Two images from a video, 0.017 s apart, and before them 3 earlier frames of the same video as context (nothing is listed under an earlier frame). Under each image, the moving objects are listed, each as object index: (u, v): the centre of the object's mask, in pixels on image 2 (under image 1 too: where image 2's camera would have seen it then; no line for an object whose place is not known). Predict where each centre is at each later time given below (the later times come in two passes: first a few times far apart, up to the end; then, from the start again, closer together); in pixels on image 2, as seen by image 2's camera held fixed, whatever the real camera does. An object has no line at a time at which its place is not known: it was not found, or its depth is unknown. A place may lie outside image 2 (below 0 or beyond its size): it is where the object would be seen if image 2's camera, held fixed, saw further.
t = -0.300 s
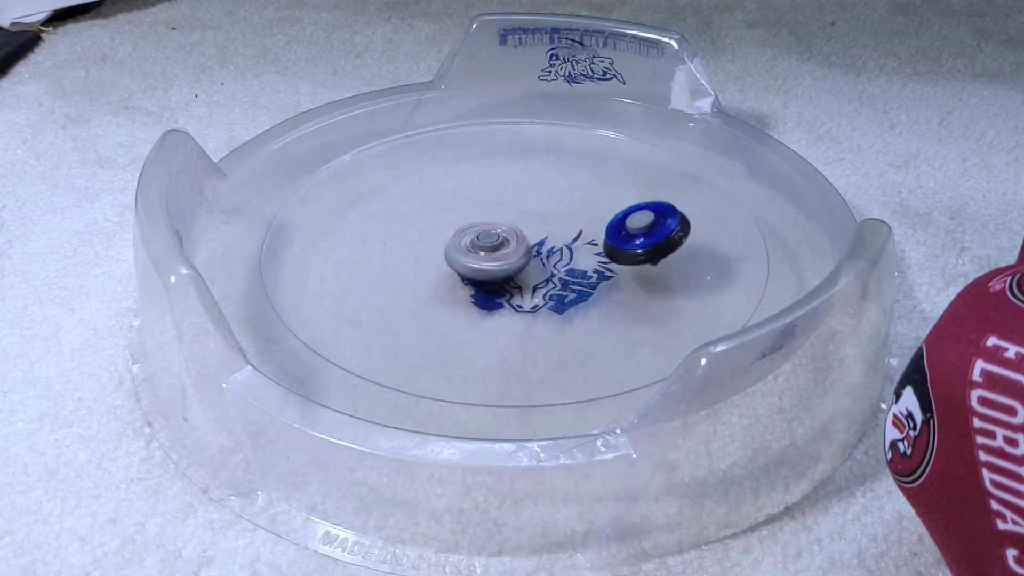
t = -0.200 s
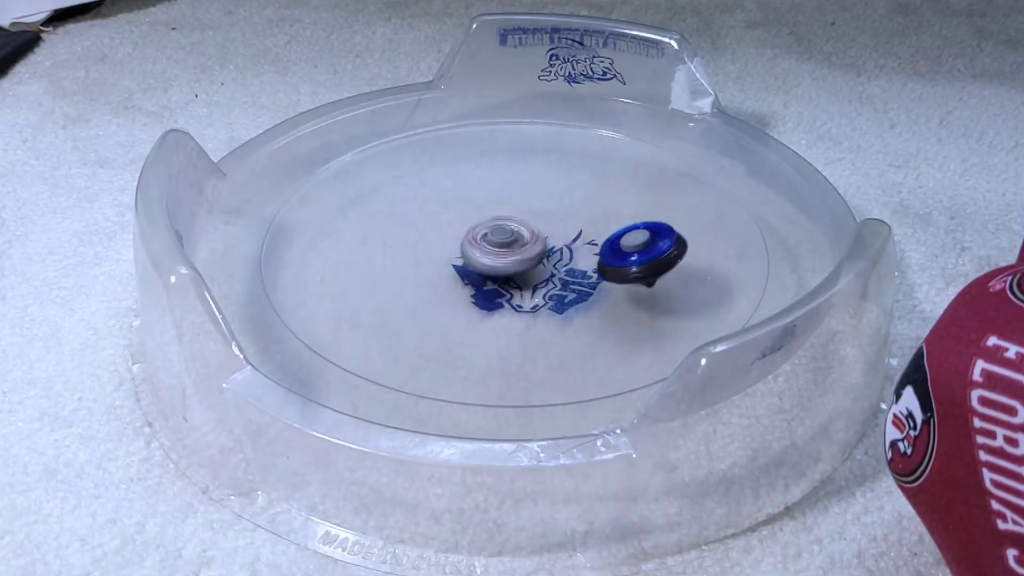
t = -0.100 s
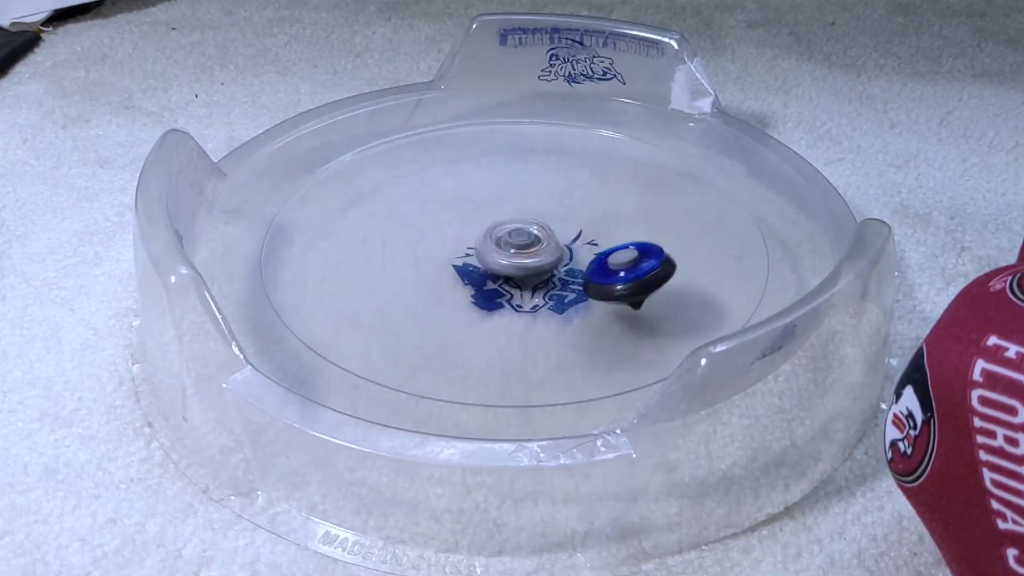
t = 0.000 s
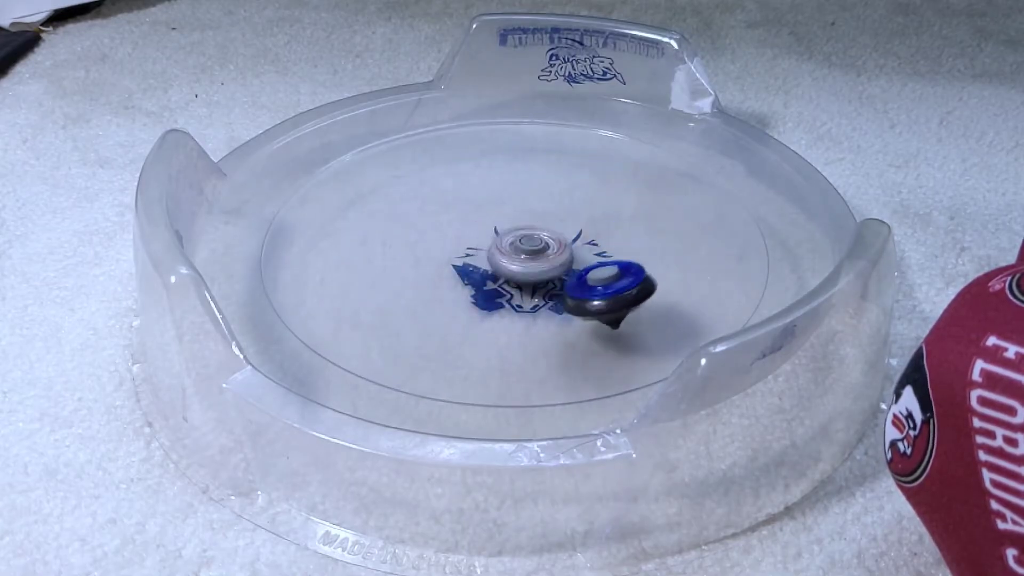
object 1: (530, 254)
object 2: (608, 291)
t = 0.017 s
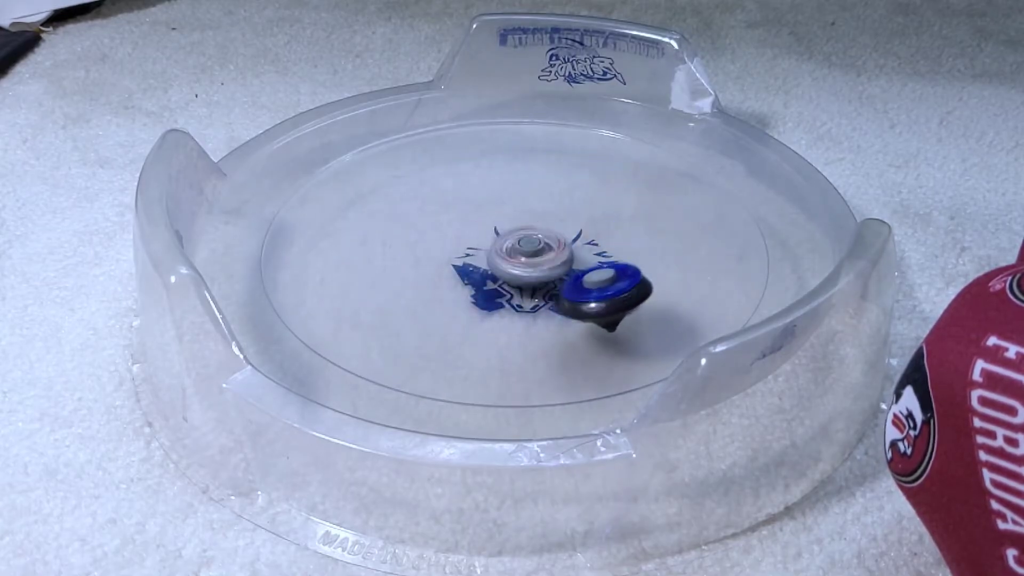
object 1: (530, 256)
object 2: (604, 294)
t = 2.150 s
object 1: (503, 250)
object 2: (633, 251)
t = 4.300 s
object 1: (513, 254)
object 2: (624, 233)
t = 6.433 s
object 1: (513, 255)
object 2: (619, 241)
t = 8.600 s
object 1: (486, 262)
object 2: (628, 253)
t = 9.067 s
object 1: (473, 199)
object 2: (539, 291)
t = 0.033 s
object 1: (531, 258)
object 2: (599, 297)
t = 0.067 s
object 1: (529, 260)
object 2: (591, 301)
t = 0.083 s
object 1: (529, 261)
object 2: (586, 303)
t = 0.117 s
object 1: (527, 263)
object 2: (576, 307)
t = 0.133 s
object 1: (527, 263)
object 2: (570, 309)
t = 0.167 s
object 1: (521, 265)
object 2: (560, 312)
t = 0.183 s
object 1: (520, 265)
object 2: (554, 313)
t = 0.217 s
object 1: (516, 265)
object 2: (543, 315)
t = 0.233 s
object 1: (514, 265)
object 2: (536, 316)
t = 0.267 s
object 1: (510, 264)
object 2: (525, 317)
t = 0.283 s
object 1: (509, 263)
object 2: (518, 317)
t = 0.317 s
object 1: (507, 262)
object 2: (506, 317)
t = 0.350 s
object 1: (503, 259)
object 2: (494, 316)
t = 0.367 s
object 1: (503, 258)
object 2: (488, 316)
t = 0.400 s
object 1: (503, 255)
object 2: (476, 314)
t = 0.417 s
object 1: (503, 254)
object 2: (470, 312)
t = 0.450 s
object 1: (504, 252)
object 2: (459, 309)
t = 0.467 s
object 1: (506, 251)
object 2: (454, 308)
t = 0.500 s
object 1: (508, 248)
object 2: (443, 304)
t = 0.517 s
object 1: (510, 248)
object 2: (438, 302)
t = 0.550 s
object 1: (513, 245)
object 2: (428, 298)
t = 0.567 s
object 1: (516, 246)
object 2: (424, 295)
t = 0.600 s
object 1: (519, 244)
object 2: (416, 290)
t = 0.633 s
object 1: (525, 243)
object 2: (409, 285)
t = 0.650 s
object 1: (525, 243)
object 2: (406, 282)
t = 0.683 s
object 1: (528, 244)
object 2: (400, 276)
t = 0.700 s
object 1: (529, 245)
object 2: (397, 273)
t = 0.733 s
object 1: (533, 247)
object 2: (393, 267)
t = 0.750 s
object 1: (533, 247)
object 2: (391, 264)
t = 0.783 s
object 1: (534, 248)
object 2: (389, 258)
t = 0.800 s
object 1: (533, 249)
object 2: (387, 255)
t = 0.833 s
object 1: (533, 252)
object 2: (386, 248)
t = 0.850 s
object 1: (532, 252)
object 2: (385, 245)
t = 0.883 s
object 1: (530, 254)
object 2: (385, 239)
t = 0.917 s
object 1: (526, 257)
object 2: (386, 233)
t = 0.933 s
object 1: (525, 257)
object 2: (387, 230)
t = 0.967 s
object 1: (518, 258)
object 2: (389, 225)
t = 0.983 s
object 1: (516, 258)
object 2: (391, 222)
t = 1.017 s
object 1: (510, 258)
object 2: (395, 217)
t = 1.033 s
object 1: (509, 257)
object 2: (397, 214)
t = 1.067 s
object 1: (502, 254)
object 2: (402, 210)
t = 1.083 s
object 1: (501, 254)
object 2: (405, 207)
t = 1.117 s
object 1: (499, 250)
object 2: (412, 203)
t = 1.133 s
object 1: (498, 250)
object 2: (415, 201)
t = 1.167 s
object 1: (497, 246)
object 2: (423, 198)
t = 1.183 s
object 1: (497, 246)
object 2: (427, 196)
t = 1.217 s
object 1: (497, 244)
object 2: (435, 193)
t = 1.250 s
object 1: (497, 242)
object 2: (443, 189)
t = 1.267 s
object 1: (499, 241)
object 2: (448, 188)
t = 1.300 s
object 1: (500, 241)
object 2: (457, 185)
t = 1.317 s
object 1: (503, 240)
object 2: (462, 183)
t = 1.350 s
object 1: (505, 239)
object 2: (471, 182)
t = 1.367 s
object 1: (507, 240)
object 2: (476, 181)
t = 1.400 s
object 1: (509, 240)
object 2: (487, 180)
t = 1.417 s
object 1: (510, 241)
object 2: (492, 179)
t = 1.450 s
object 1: (513, 241)
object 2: (502, 178)
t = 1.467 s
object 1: (515, 243)
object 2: (507, 178)
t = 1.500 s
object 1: (518, 244)
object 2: (518, 177)
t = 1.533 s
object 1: (518, 247)
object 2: (528, 177)
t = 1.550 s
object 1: (518, 247)
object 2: (533, 177)
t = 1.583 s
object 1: (518, 250)
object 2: (542, 178)
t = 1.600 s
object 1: (519, 253)
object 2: (547, 178)
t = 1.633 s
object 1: (517, 255)
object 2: (556, 179)
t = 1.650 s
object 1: (517, 256)
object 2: (560, 181)
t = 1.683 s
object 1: (514, 256)
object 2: (569, 183)
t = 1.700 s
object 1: (512, 258)
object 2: (573, 184)
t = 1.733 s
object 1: (510, 258)
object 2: (581, 187)
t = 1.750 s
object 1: (507, 259)
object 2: (585, 188)
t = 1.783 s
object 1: (505, 259)
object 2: (592, 192)
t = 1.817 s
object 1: (501, 259)
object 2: (599, 195)
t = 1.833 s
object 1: (501, 260)
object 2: (602, 198)
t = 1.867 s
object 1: (498, 258)
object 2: (609, 202)
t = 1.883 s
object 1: (497, 259)
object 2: (611, 204)
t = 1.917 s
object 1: (497, 257)
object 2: (617, 209)
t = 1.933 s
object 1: (496, 257)
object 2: (619, 212)
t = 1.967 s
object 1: (496, 257)
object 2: (624, 217)
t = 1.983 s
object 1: (495, 255)
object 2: (625, 220)
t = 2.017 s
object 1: (496, 255)
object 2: (629, 226)
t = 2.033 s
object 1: (496, 254)
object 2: (630, 229)
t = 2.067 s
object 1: (496, 254)
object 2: (632, 235)
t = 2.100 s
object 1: (498, 251)
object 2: (633, 242)
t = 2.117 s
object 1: (499, 251)
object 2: (633, 245)
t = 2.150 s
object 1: (503, 250)
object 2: (633, 251)
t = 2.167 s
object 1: (504, 249)
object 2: (633, 255)
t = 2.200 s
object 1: (508, 250)
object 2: (631, 261)
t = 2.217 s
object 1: (510, 250)
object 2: (630, 264)
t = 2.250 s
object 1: (512, 250)
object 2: (627, 270)
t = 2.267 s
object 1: (515, 251)
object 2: (625, 273)
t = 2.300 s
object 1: (517, 250)
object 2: (619, 278)
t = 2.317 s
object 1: (518, 251)
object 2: (616, 281)
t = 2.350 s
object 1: (521, 252)
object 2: (610, 286)
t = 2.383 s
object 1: (523, 254)
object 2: (603, 291)
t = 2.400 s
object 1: (525, 254)
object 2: (599, 293)
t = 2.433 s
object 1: (526, 255)
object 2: (590, 297)
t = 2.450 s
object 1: (526, 256)
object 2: (586, 298)
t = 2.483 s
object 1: (527, 255)
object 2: (576, 301)
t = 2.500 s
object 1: (525, 256)
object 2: (571, 302)
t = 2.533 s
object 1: (525, 256)
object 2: (562, 305)
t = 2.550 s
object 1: (525, 256)
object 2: (557, 305)
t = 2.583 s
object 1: (524, 257)
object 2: (545, 307)
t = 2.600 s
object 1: (525, 257)
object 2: (540, 308)
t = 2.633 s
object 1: (523, 257)
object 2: (528, 308)
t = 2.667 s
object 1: (521, 257)
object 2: (516, 307)
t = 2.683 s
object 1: (520, 256)
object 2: (509, 307)
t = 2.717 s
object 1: (520, 256)
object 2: (498, 306)
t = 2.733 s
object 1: (519, 257)
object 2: (492, 305)
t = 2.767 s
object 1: (517, 256)
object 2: (479, 303)
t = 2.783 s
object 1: (518, 256)
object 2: (473, 301)
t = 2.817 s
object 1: (514, 254)
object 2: (462, 298)
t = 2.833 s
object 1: (515, 256)
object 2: (456, 295)
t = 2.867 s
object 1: (514, 255)
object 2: (445, 292)
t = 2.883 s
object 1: (512, 254)
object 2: (440, 289)
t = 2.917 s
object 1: (513, 254)
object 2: (430, 284)
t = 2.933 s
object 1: (513, 253)
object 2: (425, 282)
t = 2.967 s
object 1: (512, 251)
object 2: (417, 277)
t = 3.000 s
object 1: (514, 250)
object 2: (409, 271)
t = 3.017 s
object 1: (513, 249)
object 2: (406, 268)
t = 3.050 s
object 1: (513, 250)
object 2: (400, 263)
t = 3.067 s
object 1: (515, 249)
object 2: (398, 260)
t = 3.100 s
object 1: (513, 248)
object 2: (394, 254)
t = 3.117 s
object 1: (513, 249)
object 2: (393, 251)
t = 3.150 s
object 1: (513, 248)
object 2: (391, 246)
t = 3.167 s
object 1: (513, 248)
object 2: (390, 243)
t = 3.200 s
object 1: (514, 249)
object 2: (390, 237)
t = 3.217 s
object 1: (515, 248)
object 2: (391, 235)
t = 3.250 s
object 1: (514, 249)
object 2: (392, 230)
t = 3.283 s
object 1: (515, 248)
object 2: (395, 225)
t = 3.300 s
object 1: (515, 248)
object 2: (397, 223)
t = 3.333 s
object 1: (516, 250)
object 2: (401, 219)
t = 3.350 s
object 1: (516, 249)
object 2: (404, 217)
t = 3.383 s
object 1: (515, 249)
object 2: (409, 213)
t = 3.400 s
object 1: (514, 250)
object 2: (412, 211)
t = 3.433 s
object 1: (515, 250)
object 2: (419, 208)
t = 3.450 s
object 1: (513, 250)
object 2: (423, 206)
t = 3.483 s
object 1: (514, 252)
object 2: (432, 203)
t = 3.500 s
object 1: (513, 252)
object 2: (436, 202)
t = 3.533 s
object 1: (511, 253)
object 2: (445, 199)
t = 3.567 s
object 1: (511, 254)
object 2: (454, 196)
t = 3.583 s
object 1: (509, 252)
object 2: (459, 195)
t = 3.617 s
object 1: (507, 254)
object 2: (469, 193)
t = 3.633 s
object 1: (508, 253)
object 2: (475, 192)
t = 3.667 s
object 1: (505, 252)
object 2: (485, 190)
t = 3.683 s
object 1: (506, 253)
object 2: (491, 190)
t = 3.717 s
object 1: (505, 252)
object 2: (502, 188)
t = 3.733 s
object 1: (505, 252)
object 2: (506, 188)
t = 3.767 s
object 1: (503, 253)
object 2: (517, 187)
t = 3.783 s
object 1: (503, 252)
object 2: (522, 187)
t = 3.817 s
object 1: (501, 251)
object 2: (532, 187)
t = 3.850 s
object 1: (502, 253)
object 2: (543, 187)
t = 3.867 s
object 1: (503, 251)
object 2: (549, 187)
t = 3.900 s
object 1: (502, 251)
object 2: (557, 188)
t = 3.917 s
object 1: (502, 252)
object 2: (562, 189)
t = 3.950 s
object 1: (504, 251)
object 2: (570, 190)
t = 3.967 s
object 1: (504, 250)
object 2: (575, 191)
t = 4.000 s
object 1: (505, 251)
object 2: (583, 194)
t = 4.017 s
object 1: (505, 250)
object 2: (586, 195)
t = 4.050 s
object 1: (505, 251)
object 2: (594, 198)
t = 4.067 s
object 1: (505, 251)
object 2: (597, 200)
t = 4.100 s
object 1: (508, 251)
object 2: (603, 204)
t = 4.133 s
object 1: (508, 251)
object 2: (609, 208)
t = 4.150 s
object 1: (509, 252)
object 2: (611, 210)
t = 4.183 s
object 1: (512, 252)
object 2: (616, 214)
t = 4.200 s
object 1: (510, 251)
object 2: (618, 217)
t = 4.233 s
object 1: (513, 254)
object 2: (620, 222)
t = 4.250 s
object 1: (513, 252)
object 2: (621, 225)
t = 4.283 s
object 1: (513, 253)
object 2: (623, 231)
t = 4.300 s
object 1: (513, 254)
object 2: (624, 233)
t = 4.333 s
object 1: (514, 254)
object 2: (624, 239)
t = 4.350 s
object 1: (514, 253)
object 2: (624, 243)
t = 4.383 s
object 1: (514, 255)
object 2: (623, 249)
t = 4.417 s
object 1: (516, 255)
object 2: (621, 255)
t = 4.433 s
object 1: (515, 254)
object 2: (619, 258)
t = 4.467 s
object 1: (516, 256)
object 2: (616, 264)
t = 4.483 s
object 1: (516, 255)
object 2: (614, 267)
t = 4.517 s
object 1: (516, 255)
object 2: (608, 273)
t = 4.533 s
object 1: (517, 256)
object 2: (605, 276)
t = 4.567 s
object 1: (517, 256)
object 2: (599, 281)
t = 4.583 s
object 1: (517, 256)
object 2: (596, 284)
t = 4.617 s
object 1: (514, 257)
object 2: (588, 289)
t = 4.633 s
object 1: (514, 257)
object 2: (583, 291)
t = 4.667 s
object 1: (513, 255)
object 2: (574, 295)
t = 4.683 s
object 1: (512, 255)
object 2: (569, 297)
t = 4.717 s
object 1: (511, 255)
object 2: (560, 300)
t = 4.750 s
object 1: (512, 253)
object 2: (549, 302)
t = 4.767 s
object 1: (511, 253)
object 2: (543, 304)
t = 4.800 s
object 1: (512, 252)
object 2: (532, 305)
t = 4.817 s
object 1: (513, 251)
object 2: (526, 305)
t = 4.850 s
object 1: (514, 251)
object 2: (515, 306)
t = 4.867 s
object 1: (515, 251)
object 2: (509, 306)
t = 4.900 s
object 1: (517, 251)
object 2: (499, 305)
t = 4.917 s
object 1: (518, 252)
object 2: (493, 305)
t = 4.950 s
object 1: (519, 252)
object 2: (482, 303)
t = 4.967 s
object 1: (520, 253)
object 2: (477, 301)
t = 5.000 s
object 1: (521, 253)
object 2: (467, 298)
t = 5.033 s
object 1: (520, 253)
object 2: (458, 295)
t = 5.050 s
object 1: (519, 253)
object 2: (454, 293)
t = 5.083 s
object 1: (520, 253)
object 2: (445, 289)
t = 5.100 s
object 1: (520, 254)
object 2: (441, 286)
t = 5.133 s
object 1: (518, 255)
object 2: (435, 282)
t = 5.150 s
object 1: (519, 255)
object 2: (432, 279)
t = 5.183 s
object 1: (518, 255)
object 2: (423, 274)
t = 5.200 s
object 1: (517, 255)
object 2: (420, 271)
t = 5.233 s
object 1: (517, 255)
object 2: (415, 265)
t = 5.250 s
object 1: (516, 255)
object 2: (413, 263)
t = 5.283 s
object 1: (514, 254)
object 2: (410, 256)
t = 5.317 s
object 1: (513, 256)
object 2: (408, 250)
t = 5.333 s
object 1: (513, 255)
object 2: (407, 247)
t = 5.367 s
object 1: (511, 253)
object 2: (407, 241)
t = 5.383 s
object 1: (511, 253)
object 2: (407, 238)
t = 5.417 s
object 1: (511, 255)
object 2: (408, 233)
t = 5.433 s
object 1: (511, 254)
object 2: (409, 230)
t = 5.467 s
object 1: (509, 252)
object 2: (412, 225)
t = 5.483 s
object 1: (509, 252)
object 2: (414, 223)
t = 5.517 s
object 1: (510, 252)
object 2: (418, 218)
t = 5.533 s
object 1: (509, 251)
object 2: (420, 216)
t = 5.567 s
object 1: (509, 251)
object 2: (426, 212)
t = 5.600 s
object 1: (512, 252)
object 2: (432, 208)
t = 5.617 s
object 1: (512, 251)
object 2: (436, 206)
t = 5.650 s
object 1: (511, 251)
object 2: (443, 203)
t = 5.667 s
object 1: (511, 251)
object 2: (447, 201)
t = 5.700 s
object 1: (513, 252)
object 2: (455, 199)
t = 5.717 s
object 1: (514, 252)
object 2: (459, 197)
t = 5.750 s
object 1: (514, 252)
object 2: (468, 195)
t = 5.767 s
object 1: (514, 253)
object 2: (473, 194)
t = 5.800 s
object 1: (515, 254)
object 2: (482, 192)
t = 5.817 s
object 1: (515, 253)
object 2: (487, 192)
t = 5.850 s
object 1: (514, 253)
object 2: (497, 192)
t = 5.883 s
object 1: (514, 255)
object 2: (507, 191)
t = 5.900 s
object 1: (515, 255)
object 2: (512, 190)
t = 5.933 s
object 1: (514, 254)
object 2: (522, 191)
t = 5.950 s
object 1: (513, 254)
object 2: (527, 191)
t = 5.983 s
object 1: (514, 255)
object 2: (538, 192)
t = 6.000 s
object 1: (514, 255)
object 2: (542, 192)
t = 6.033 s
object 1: (514, 253)
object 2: (552, 194)
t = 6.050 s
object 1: (513, 254)
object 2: (556, 195)
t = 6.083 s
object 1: (514, 255)
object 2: (565, 197)
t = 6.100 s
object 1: (514, 255)
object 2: (570, 198)
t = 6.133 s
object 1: (513, 254)
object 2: (578, 201)
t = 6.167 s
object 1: (512, 255)
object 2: (585, 204)
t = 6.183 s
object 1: (512, 255)
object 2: (589, 205)
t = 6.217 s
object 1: (513, 254)
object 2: (596, 209)
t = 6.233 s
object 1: (514, 254)
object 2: (599, 211)
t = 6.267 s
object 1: (514, 255)
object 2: (605, 216)
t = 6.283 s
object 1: (513, 255)
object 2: (608, 218)
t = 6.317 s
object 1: (514, 255)
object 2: (612, 223)
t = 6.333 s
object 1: (515, 254)
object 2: (614, 225)
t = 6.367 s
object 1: (514, 255)
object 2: (617, 230)
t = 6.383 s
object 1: (513, 255)
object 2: (618, 233)
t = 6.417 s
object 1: (513, 255)
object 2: (619, 238)
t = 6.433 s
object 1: (513, 255)
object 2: (619, 241)
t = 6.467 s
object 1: (512, 254)
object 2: (619, 247)
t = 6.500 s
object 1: (512, 255)
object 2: (618, 252)
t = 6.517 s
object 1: (513, 254)
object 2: (617, 255)
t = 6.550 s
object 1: (514, 254)
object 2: (614, 261)
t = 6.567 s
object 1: (513, 252)
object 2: (612, 263)
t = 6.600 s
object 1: (514, 253)
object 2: (607, 269)
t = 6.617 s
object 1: (516, 254)
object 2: (604, 271)
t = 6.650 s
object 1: (516, 254)
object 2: (597, 276)
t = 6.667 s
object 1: (516, 253)
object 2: (593, 279)
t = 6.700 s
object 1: (514, 254)
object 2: (586, 284)
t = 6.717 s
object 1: (514, 253)
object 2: (582, 286)
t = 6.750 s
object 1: (513, 252)
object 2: (573, 290)
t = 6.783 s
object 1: (514, 251)
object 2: (563, 293)
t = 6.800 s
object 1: (514, 251)
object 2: (558, 294)
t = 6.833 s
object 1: (514, 251)
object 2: (547, 296)
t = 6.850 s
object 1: (515, 251)
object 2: (541, 297)
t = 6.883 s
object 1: (516, 251)
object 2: (529, 298)
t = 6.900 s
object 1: (516, 250)
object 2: (523, 298)
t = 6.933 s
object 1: (515, 250)
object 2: (511, 298)
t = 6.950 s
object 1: (516, 250)
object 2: (505, 298)
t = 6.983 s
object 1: (517, 251)
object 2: (494, 297)
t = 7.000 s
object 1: (518, 252)
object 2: (488, 296)
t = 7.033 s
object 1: (518, 252)
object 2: (477, 294)
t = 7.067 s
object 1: (516, 252)
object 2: (466, 292)
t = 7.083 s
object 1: (516, 253)
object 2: (461, 290)
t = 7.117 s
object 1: (516, 253)
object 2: (452, 287)
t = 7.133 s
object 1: (514, 251)
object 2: (448, 285)
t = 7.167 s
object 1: (514, 253)
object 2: (439, 281)
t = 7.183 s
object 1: (514, 253)
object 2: (436, 279)
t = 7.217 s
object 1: (515, 253)
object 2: (428, 274)
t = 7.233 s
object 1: (515, 253)
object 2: (426, 271)
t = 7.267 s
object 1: (513, 252)
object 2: (420, 266)
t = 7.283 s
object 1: (513, 254)
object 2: (419, 264)
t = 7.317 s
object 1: (513, 255)
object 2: (415, 258)
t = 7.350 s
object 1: (512, 253)
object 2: (413, 253)
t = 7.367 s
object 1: (512, 253)
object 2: (413, 250)
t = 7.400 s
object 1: (510, 253)
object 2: (412, 244)
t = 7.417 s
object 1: (510, 253)
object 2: (412, 242)
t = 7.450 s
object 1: (511, 253)
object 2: (414, 237)
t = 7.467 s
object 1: (511, 252)
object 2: (415, 234)
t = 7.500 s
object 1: (511, 251)
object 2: (418, 230)
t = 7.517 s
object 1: (510, 251)
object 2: (420, 227)
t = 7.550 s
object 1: (511, 252)
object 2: (425, 223)
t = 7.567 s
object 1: (511, 252)
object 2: (427, 221)
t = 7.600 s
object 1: (513, 252)
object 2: (433, 217)
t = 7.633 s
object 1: (512, 252)
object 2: (440, 214)
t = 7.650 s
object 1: (511, 252)
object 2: (444, 212)
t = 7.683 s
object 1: (512, 253)
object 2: (451, 208)
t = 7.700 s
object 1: (513, 255)
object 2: (454, 206)
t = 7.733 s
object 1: (517, 255)
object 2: (462, 202)
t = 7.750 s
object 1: (518, 255)
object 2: (466, 201)
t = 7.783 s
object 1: (518, 257)
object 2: (475, 198)
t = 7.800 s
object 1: (518, 258)
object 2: (479, 197)
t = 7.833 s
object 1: (519, 261)
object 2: (488, 196)
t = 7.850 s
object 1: (521, 261)
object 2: (493, 195)
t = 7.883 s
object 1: (522, 261)
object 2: (503, 193)
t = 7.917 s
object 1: (522, 261)
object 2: (512, 193)
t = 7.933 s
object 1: (522, 261)
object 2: (516, 193)
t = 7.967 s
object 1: (522, 264)
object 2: (525, 193)
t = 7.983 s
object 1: (524, 264)
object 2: (530, 193)
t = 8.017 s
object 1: (524, 264)
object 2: (539, 194)
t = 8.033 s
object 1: (525, 263)
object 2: (543, 195)
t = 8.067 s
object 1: (524, 263)
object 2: (552, 196)
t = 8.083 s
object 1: (524, 263)
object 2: (556, 197)
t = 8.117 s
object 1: (524, 263)
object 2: (564, 200)
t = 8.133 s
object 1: (526, 263)
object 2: (568, 201)
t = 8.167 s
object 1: (526, 262)
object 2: (575, 204)
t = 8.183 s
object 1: (526, 262)
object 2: (579, 206)
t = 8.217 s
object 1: (525, 261)
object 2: (585, 210)
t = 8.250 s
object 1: (524, 262)
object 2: (591, 213)
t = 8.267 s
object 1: (525, 262)
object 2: (593, 216)
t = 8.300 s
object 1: (525, 261)
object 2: (598, 221)
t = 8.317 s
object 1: (526, 260)
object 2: (600, 224)
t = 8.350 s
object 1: (520, 259)
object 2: (609, 227)
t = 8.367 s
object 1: (509, 261)
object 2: (617, 227)
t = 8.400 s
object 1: (501, 265)
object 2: (628, 231)
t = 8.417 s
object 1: (499, 267)
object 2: (632, 233)
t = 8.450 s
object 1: (497, 266)
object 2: (636, 236)
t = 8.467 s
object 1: (496, 266)
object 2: (636, 237)
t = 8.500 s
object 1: (494, 265)
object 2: (636, 241)
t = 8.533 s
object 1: (492, 263)
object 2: (635, 244)
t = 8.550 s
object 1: (490, 262)
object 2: (634, 246)
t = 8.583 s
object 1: (488, 262)
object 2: (630, 250)
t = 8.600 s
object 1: (486, 262)
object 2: (628, 253)
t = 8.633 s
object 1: (484, 265)
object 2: (623, 257)
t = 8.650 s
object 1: (484, 266)
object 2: (619, 259)
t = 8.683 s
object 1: (485, 266)
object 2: (611, 264)
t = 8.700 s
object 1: (486, 266)
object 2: (608, 266)
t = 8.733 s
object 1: (487, 264)
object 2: (598, 270)
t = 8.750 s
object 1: (488, 263)
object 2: (593, 271)
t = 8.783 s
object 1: (484, 260)
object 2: (581, 274)
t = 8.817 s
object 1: (484, 262)
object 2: (569, 277)
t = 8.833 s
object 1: (484, 263)
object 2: (563, 279)
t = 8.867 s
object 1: (469, 247)
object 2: (565, 284)
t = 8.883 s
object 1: (459, 240)
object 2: (567, 288)
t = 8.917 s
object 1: (444, 232)
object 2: (570, 293)
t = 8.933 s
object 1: (442, 218)
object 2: (571, 294)
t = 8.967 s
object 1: (443, 206)
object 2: (567, 295)
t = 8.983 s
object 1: (444, 204)
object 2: (563, 295)
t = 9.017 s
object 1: (453, 198)
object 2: (553, 294)
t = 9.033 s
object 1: (460, 198)
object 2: (549, 293)
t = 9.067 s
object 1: (473, 199)
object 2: (539, 291)
